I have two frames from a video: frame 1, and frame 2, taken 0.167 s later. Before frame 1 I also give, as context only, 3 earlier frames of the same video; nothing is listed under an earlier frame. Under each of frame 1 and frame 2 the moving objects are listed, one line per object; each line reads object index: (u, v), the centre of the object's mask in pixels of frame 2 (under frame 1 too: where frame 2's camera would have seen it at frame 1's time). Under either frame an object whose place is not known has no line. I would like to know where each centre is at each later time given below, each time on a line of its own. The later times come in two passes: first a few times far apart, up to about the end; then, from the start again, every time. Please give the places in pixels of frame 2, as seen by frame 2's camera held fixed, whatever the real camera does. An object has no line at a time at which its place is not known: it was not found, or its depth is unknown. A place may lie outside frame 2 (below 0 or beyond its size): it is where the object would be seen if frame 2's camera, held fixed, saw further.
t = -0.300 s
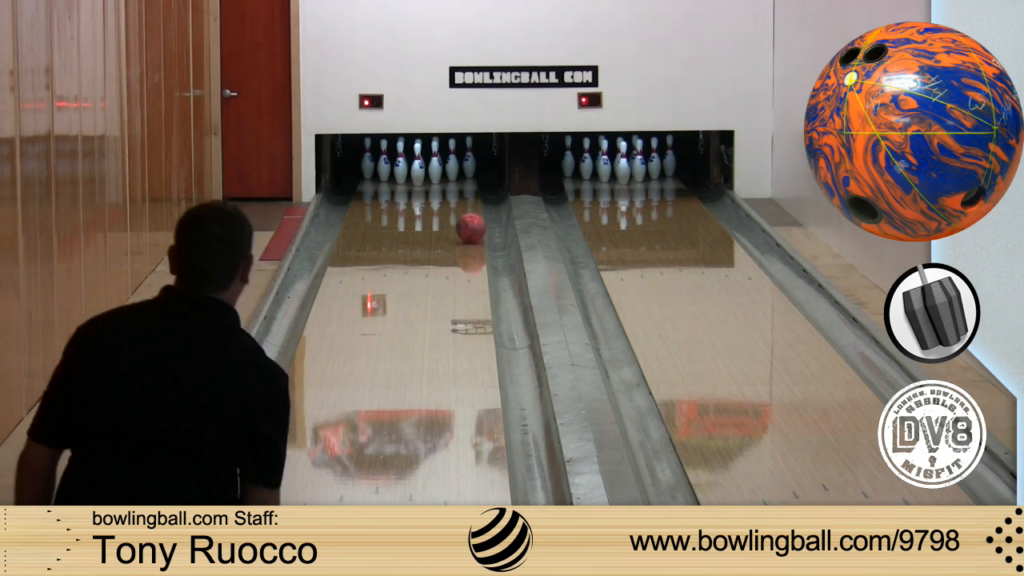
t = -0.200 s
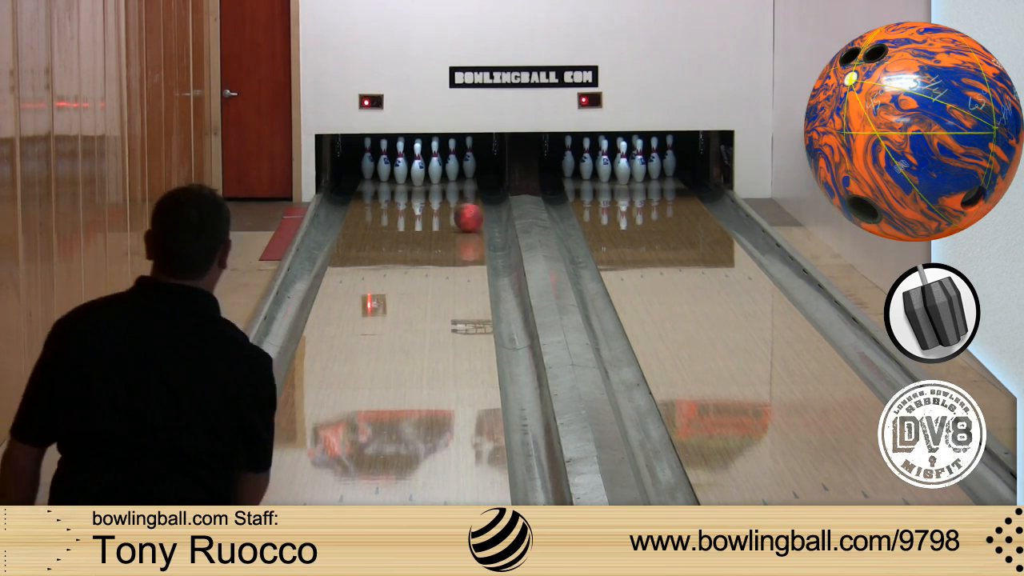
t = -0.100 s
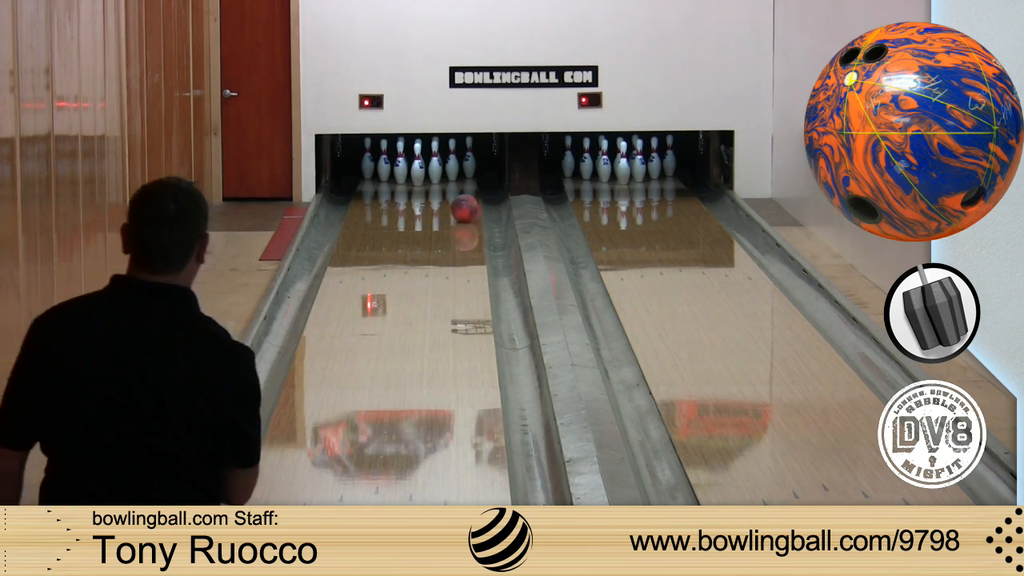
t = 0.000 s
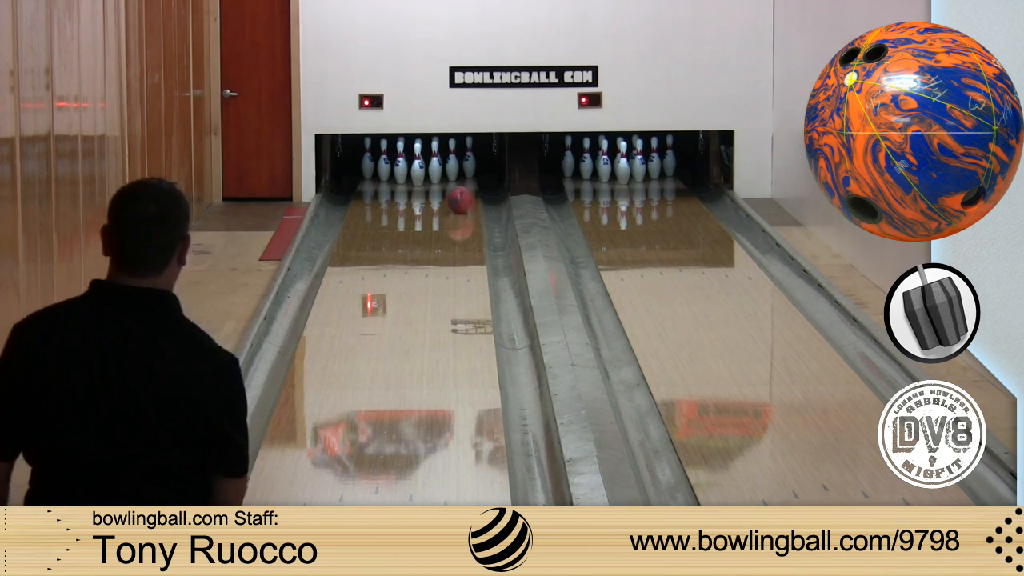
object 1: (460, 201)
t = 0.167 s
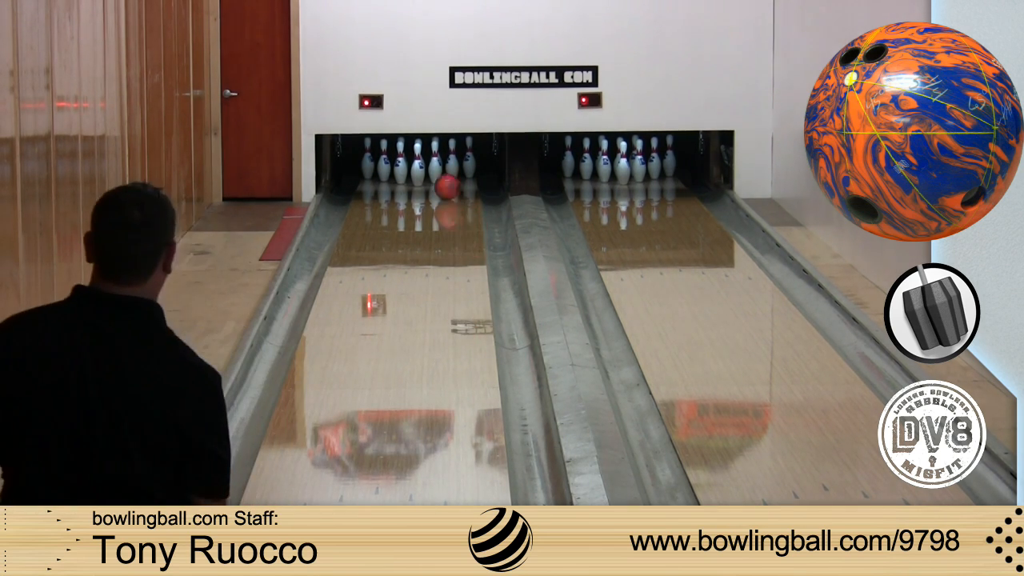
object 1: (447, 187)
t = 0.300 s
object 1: (436, 178)
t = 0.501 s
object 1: (435, 169)
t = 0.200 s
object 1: (444, 185)
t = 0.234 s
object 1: (442, 183)
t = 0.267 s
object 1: (439, 180)
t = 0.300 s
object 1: (436, 178)
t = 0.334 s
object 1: (433, 176)
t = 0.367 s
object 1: (433, 174)
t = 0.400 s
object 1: (434, 173)
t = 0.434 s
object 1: (434, 171)
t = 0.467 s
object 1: (435, 170)
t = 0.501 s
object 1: (435, 169)
